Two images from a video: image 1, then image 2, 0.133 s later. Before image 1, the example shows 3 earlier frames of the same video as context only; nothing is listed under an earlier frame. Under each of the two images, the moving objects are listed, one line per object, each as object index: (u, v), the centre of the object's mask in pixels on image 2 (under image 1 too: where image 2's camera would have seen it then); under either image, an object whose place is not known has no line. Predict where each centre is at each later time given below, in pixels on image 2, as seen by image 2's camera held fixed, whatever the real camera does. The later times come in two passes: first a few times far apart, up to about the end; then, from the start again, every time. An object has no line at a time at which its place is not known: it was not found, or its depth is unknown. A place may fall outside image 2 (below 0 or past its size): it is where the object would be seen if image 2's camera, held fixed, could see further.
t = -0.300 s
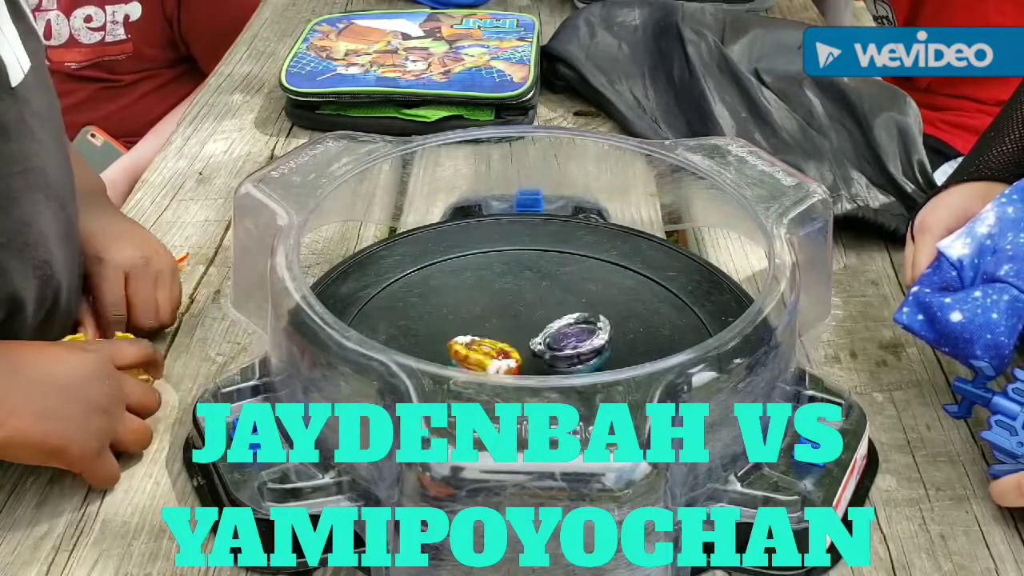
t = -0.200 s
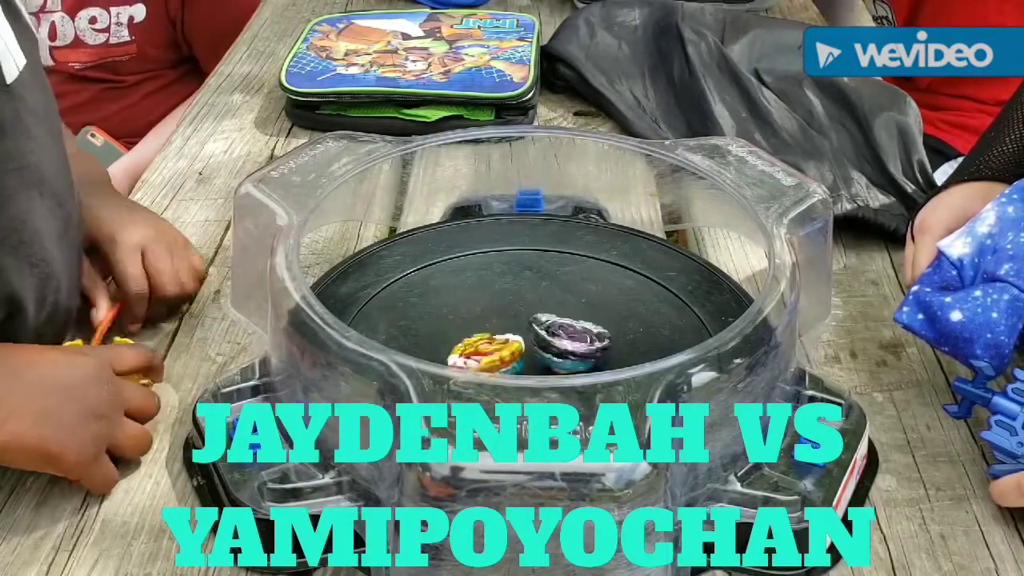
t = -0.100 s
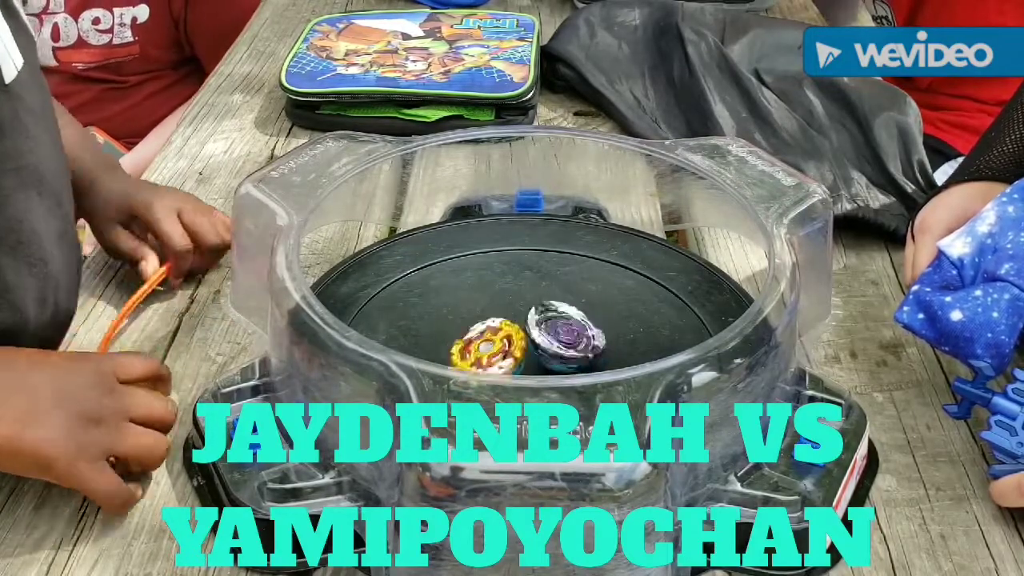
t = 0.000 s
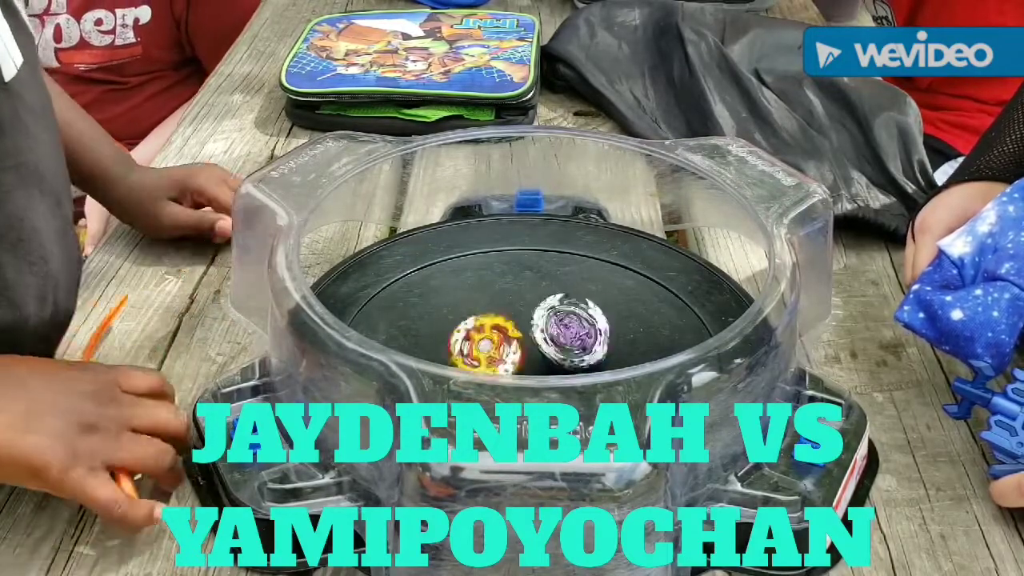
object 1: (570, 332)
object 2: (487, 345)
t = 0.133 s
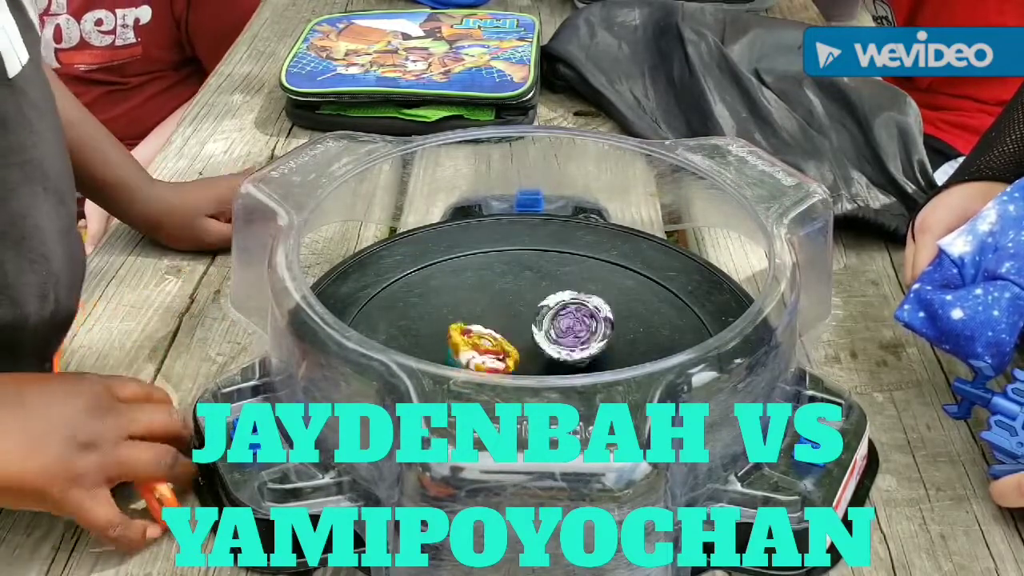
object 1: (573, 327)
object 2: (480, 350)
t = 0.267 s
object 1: (569, 338)
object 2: (485, 351)
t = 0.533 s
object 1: (576, 336)
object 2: (501, 341)
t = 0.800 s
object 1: (591, 344)
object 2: (510, 355)
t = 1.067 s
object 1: (574, 341)
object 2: (506, 346)
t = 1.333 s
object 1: (573, 334)
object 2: (495, 329)
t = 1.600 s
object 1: (594, 329)
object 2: (513, 322)
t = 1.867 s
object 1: (573, 338)
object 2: (513, 322)
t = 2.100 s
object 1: (573, 340)
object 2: (513, 323)
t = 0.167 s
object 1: (569, 329)
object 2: (479, 349)
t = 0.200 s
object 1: (566, 334)
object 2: (478, 351)
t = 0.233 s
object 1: (567, 336)
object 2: (484, 352)
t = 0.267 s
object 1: (569, 338)
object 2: (485, 351)
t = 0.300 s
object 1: (569, 339)
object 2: (489, 349)
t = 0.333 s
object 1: (568, 340)
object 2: (493, 346)
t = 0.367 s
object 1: (571, 340)
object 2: (490, 345)
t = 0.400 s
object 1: (573, 340)
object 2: (490, 343)
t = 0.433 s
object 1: (576, 340)
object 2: (491, 341)
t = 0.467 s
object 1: (578, 339)
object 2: (494, 341)
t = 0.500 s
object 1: (579, 336)
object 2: (499, 340)
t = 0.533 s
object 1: (576, 336)
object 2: (501, 341)
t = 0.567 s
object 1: (574, 334)
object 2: (502, 344)
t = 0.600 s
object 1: (579, 334)
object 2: (500, 346)
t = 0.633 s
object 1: (584, 334)
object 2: (499, 348)
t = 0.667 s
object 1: (585, 337)
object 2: (499, 349)
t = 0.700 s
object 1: (584, 339)
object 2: (501, 351)
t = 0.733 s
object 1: (587, 339)
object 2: (506, 353)
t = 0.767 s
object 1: (589, 342)
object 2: (508, 354)
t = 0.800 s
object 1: (591, 344)
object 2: (510, 355)
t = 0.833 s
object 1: (592, 345)
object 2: (512, 355)
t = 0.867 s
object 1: (591, 347)
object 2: (509, 353)
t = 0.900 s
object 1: (587, 347)
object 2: (507, 351)
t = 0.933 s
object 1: (584, 346)
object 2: (507, 350)
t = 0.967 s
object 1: (583, 345)
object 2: (507, 350)
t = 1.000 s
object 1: (580, 346)
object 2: (508, 349)
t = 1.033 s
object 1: (578, 345)
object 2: (507, 348)
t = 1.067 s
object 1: (574, 341)
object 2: (506, 346)
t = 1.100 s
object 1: (574, 337)
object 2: (501, 343)
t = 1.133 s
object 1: (573, 335)
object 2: (498, 341)
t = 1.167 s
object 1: (570, 332)
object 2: (496, 339)
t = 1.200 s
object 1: (569, 331)
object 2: (494, 337)
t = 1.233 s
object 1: (569, 329)
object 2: (495, 335)
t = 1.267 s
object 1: (569, 331)
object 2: (494, 334)
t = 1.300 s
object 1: (571, 333)
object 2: (494, 331)
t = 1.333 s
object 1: (573, 334)
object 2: (495, 329)
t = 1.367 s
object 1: (574, 333)
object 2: (499, 328)
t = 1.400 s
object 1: (578, 331)
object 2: (503, 326)
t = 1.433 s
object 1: (583, 330)
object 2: (507, 324)
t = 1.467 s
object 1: (587, 328)
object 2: (510, 323)
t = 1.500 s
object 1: (590, 327)
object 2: (512, 322)
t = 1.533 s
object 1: (593, 326)
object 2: (513, 321)
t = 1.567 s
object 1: (594, 327)
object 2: (513, 321)
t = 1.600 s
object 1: (594, 329)
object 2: (513, 322)
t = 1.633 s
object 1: (592, 330)
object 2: (513, 322)
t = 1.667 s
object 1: (590, 331)
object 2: (513, 322)
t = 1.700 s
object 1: (589, 333)
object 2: (512, 322)
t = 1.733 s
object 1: (586, 334)
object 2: (512, 322)
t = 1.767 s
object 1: (584, 335)
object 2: (512, 322)
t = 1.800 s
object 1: (580, 336)
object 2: (512, 322)
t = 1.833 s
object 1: (576, 337)
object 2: (513, 322)
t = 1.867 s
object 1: (573, 338)
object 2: (513, 322)
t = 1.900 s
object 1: (572, 339)
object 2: (512, 322)
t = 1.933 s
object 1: (572, 340)
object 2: (512, 323)
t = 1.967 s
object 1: (572, 340)
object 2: (512, 324)
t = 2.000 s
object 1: (572, 340)
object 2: (512, 323)
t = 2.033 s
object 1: (573, 340)
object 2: (513, 323)
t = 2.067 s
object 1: (573, 340)
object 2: (513, 323)
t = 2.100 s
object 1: (573, 340)
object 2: (513, 323)
